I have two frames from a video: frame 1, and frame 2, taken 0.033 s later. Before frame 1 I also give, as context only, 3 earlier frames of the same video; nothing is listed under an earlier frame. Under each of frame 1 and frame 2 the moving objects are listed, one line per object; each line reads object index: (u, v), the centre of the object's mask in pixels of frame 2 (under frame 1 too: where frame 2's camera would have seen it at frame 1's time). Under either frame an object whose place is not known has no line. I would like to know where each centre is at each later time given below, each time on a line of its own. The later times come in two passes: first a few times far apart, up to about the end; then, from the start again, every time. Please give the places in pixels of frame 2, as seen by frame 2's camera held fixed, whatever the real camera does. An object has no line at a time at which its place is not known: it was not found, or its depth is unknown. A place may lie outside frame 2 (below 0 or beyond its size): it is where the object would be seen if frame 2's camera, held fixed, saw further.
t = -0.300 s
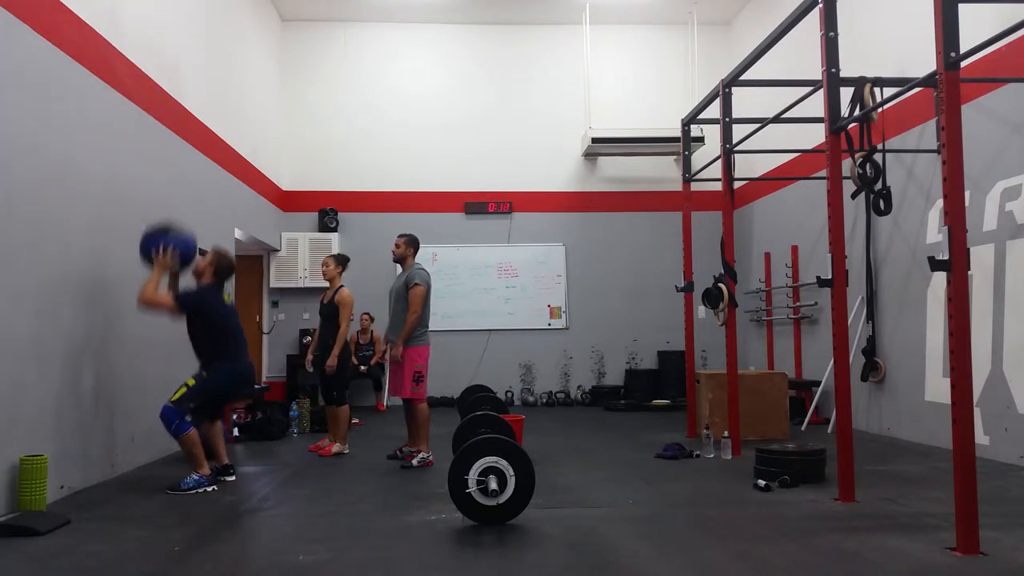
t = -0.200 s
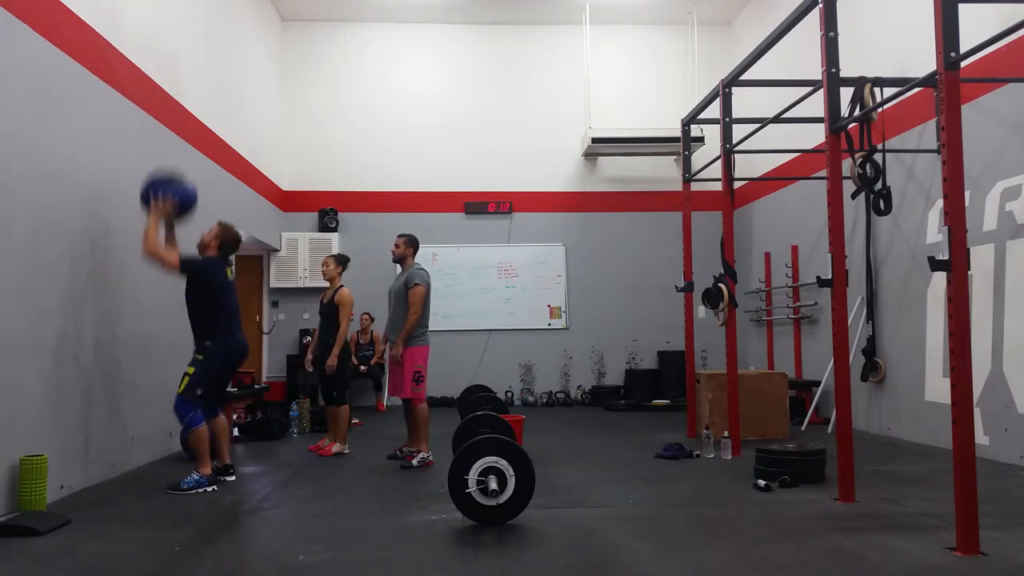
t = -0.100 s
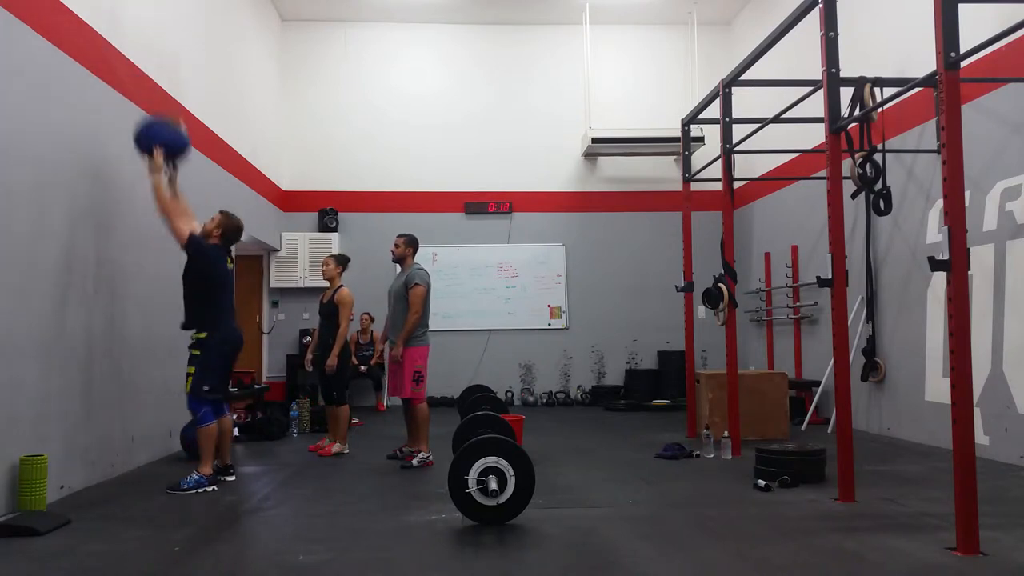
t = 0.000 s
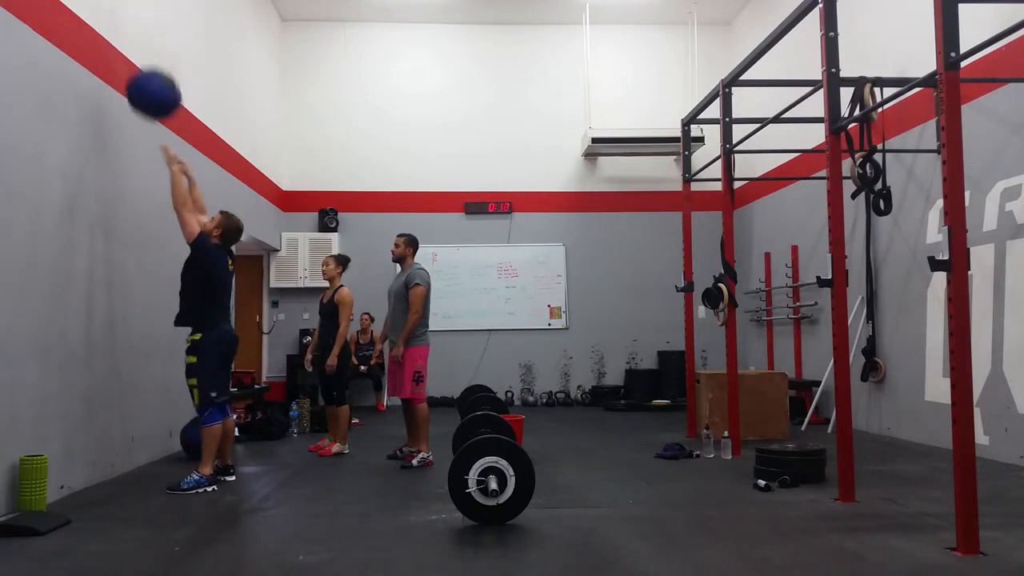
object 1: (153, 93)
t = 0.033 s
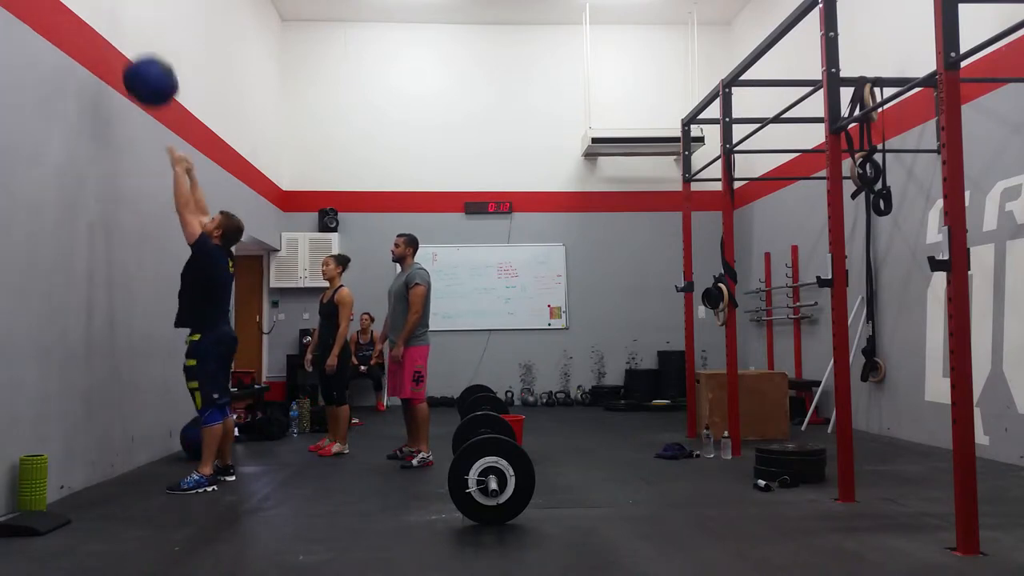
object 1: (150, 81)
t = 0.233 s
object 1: (132, 39)
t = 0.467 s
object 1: (128, 56)
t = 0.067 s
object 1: (147, 70)
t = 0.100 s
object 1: (145, 60)
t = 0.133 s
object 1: (142, 53)
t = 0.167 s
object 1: (139, 46)
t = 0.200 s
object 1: (136, 42)
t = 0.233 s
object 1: (132, 39)
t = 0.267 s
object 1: (129, 37)
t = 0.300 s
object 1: (126, 37)
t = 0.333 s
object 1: (122, 38)
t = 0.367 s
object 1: (122, 41)
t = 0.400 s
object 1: (124, 44)
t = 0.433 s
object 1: (126, 49)
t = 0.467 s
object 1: (128, 56)
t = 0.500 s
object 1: (130, 64)
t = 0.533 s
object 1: (131, 74)
